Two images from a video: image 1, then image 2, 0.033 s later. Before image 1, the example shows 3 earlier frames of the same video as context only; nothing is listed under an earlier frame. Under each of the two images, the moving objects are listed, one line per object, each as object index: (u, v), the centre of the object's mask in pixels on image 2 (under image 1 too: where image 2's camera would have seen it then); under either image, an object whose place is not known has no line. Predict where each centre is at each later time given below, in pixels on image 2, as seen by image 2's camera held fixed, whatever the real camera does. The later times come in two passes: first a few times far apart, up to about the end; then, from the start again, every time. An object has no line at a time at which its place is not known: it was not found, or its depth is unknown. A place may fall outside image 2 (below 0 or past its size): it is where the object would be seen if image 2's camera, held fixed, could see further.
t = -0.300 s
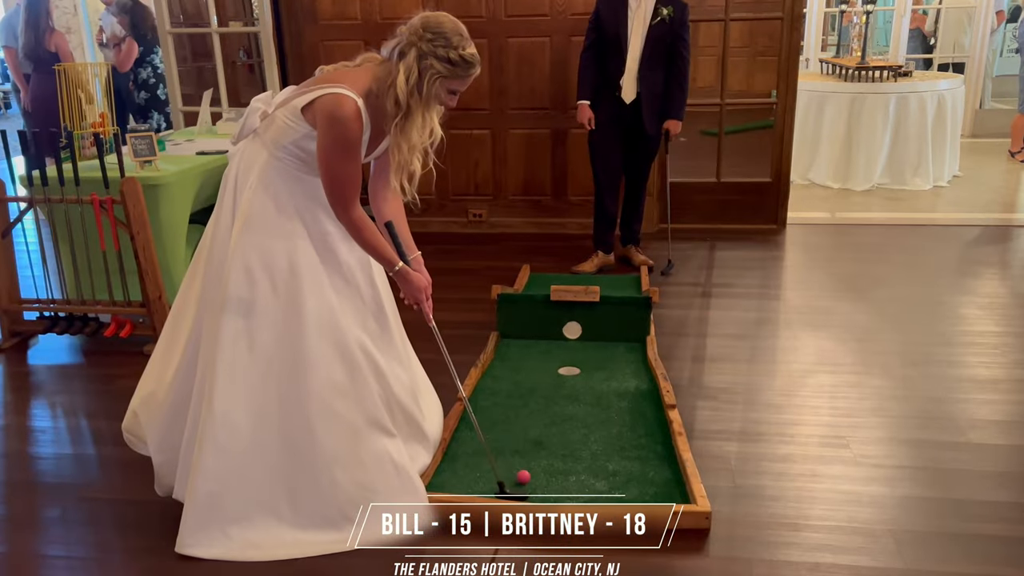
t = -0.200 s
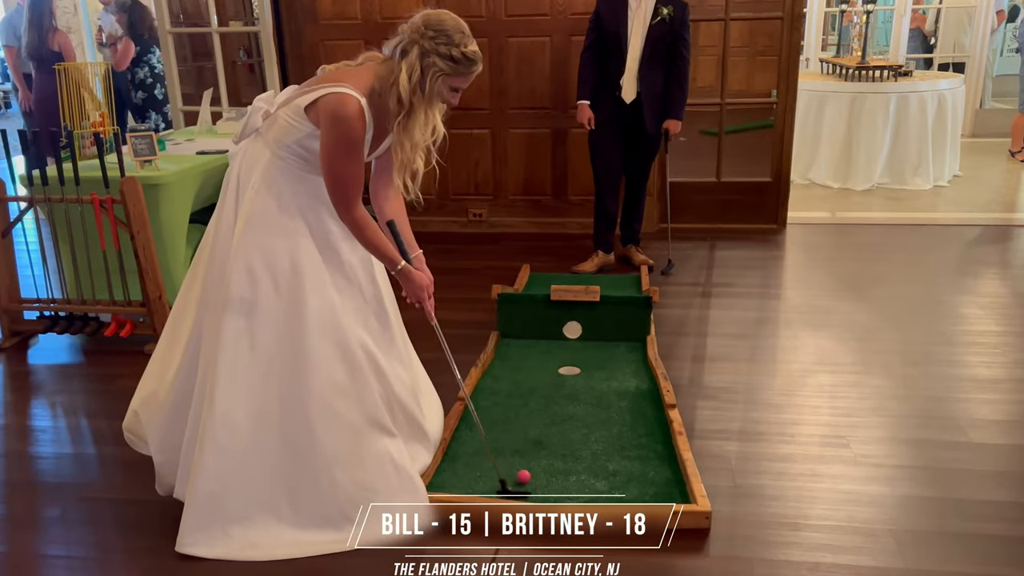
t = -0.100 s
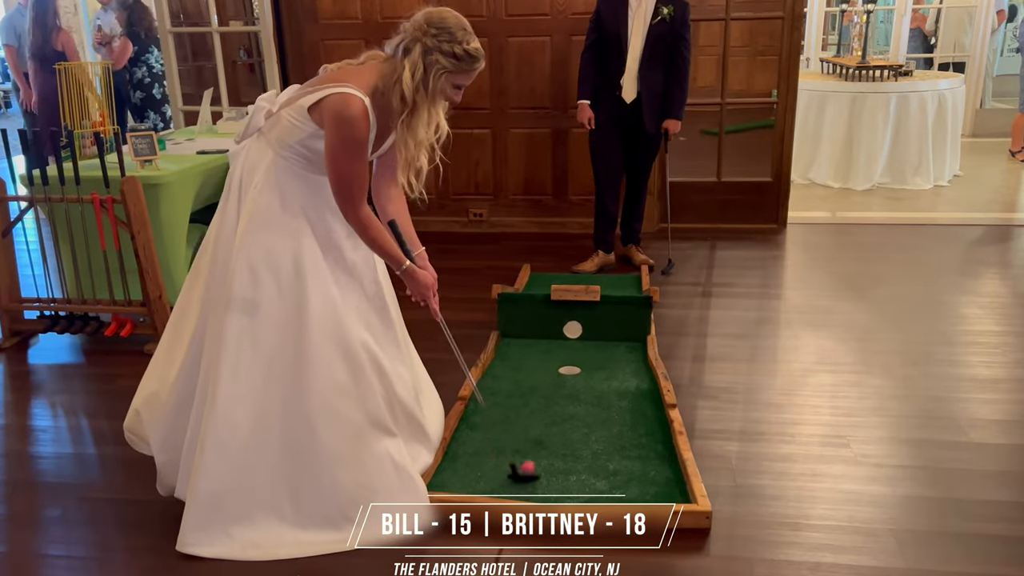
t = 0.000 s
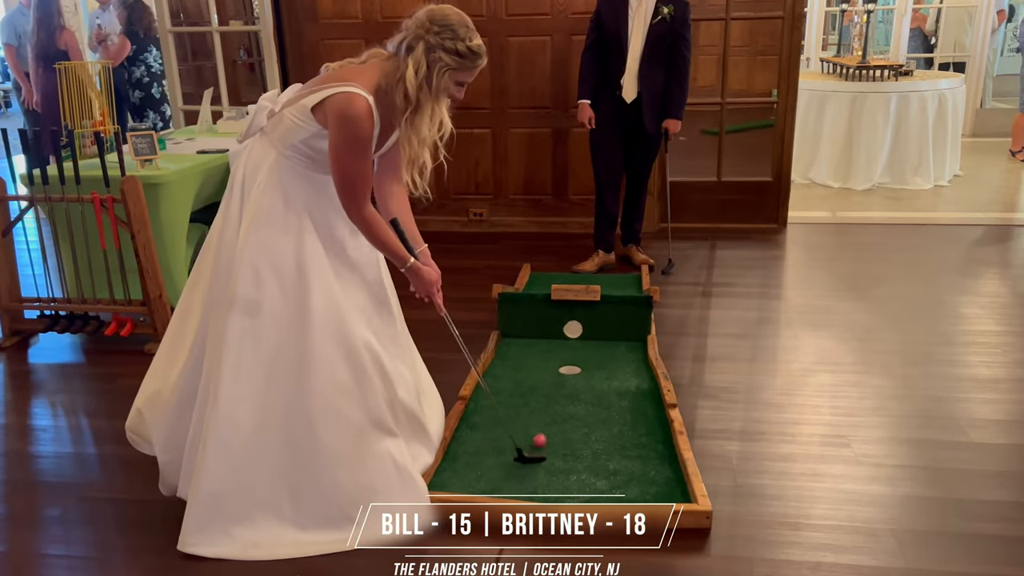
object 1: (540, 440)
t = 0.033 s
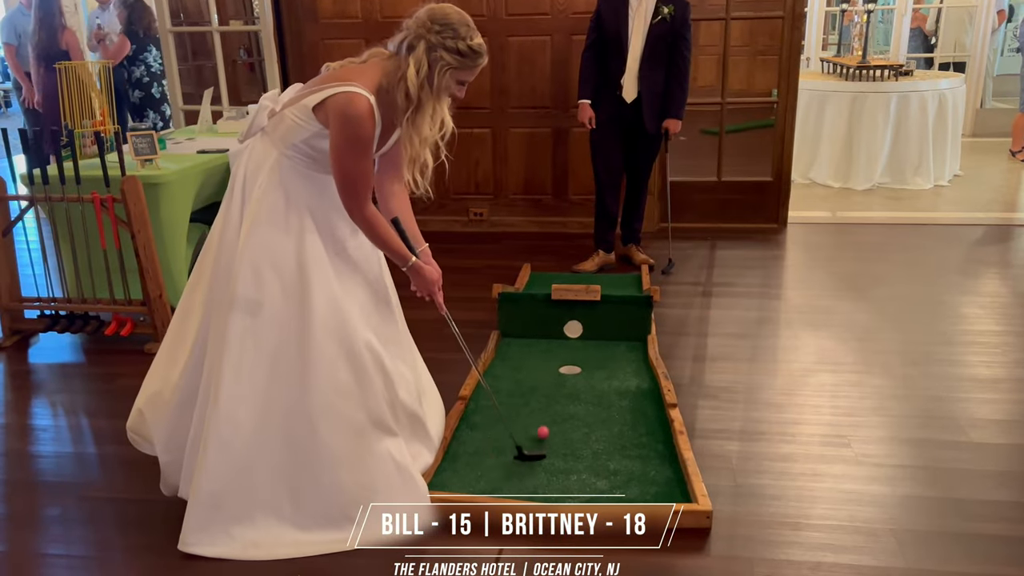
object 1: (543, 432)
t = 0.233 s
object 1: (556, 400)
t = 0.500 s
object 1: (571, 376)
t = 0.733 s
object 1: (579, 364)
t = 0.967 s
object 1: (574, 355)
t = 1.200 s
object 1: (570, 349)
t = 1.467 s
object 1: (570, 344)
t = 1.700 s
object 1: (572, 343)
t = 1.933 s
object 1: (572, 342)
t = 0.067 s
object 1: (545, 426)
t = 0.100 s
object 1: (548, 420)
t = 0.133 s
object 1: (550, 415)
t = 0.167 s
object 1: (552, 410)
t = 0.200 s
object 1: (554, 405)
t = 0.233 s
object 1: (556, 400)
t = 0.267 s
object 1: (558, 396)
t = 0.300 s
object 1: (561, 392)
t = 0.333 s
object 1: (563, 389)
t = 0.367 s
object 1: (565, 386)
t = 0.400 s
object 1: (567, 383)
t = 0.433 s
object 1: (568, 381)
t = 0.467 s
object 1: (570, 378)
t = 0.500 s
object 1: (571, 376)
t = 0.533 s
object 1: (573, 375)
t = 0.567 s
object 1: (575, 372)
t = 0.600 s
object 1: (576, 370)
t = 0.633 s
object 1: (577, 369)
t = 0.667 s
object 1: (578, 367)
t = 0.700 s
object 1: (579, 366)
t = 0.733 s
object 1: (579, 364)
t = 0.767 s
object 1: (579, 363)
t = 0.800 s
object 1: (578, 361)
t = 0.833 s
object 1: (577, 360)
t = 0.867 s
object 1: (576, 359)
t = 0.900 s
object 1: (575, 357)
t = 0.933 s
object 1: (575, 356)
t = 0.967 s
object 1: (574, 355)
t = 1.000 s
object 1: (573, 355)
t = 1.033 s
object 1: (573, 354)
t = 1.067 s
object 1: (572, 353)
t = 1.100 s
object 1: (571, 352)
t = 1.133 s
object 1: (571, 351)
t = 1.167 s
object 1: (571, 350)
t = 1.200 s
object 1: (570, 349)
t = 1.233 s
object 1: (570, 349)
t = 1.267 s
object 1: (570, 348)
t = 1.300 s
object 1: (569, 347)
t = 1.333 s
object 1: (569, 347)
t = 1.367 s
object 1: (569, 346)
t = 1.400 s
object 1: (569, 346)
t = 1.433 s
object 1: (569, 345)
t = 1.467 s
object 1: (570, 344)
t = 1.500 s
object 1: (570, 344)
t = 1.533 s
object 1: (571, 343)
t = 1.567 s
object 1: (571, 343)
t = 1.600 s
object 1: (571, 343)
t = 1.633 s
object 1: (572, 343)
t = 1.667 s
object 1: (572, 343)
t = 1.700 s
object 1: (572, 343)
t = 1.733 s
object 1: (572, 342)
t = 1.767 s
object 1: (572, 342)
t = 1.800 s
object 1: (573, 342)
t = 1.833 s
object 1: (573, 342)
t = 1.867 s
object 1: (573, 342)
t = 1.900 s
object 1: (573, 342)
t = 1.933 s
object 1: (572, 342)
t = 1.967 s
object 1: (572, 342)
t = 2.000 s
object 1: (572, 342)
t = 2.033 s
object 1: (572, 342)
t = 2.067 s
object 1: (572, 342)
